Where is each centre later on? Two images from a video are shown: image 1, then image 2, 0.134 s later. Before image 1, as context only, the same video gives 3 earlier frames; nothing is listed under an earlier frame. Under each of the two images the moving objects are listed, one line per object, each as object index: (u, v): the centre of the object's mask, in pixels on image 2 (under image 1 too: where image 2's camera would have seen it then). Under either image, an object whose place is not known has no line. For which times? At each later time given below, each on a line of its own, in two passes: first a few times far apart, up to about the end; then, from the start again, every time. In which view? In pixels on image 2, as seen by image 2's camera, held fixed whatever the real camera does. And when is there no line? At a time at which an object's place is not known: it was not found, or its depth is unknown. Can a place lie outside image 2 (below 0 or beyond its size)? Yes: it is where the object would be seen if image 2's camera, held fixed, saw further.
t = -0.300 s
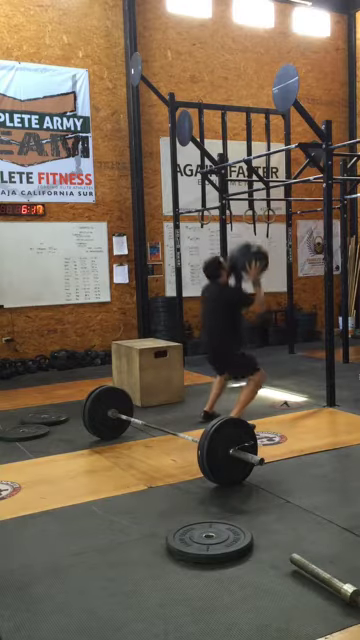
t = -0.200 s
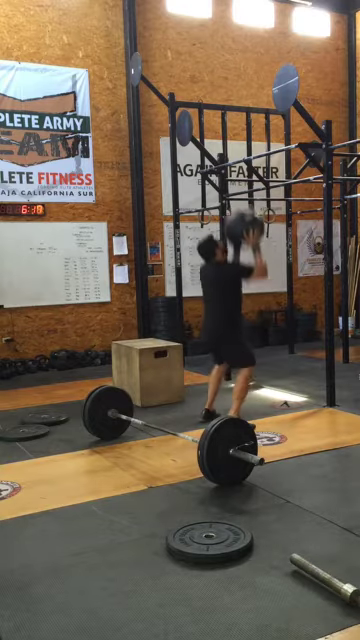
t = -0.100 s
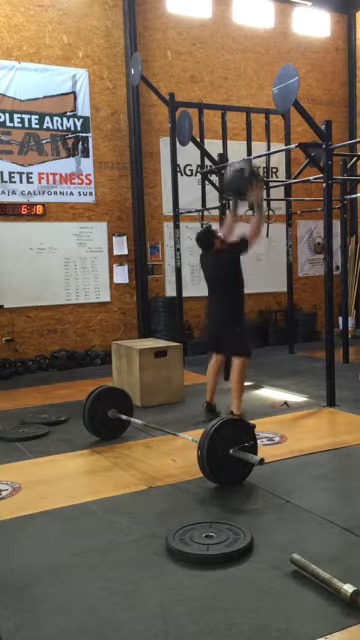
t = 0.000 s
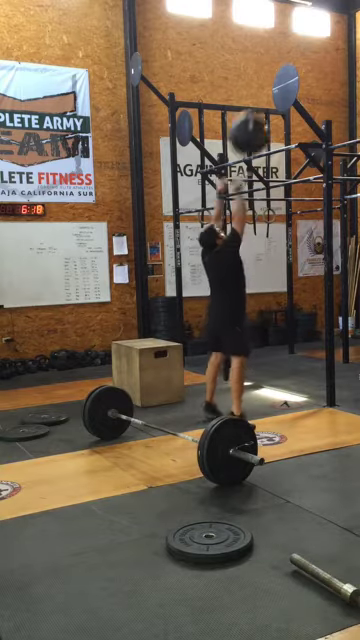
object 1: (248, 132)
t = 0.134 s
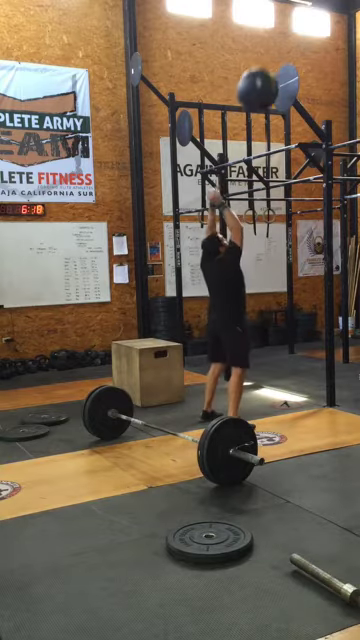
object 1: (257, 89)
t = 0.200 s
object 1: (261, 74)
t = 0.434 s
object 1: (269, 63)
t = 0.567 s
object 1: (264, 82)
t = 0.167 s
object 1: (259, 81)
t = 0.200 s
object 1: (261, 74)
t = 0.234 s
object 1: (264, 69)
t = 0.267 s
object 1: (266, 65)
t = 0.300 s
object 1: (268, 63)
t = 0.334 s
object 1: (270, 61)
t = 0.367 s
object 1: (271, 61)
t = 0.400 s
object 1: (270, 62)
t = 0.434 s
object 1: (269, 63)
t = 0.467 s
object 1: (267, 66)
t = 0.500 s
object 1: (266, 70)
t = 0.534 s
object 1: (265, 75)
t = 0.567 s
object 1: (264, 82)
